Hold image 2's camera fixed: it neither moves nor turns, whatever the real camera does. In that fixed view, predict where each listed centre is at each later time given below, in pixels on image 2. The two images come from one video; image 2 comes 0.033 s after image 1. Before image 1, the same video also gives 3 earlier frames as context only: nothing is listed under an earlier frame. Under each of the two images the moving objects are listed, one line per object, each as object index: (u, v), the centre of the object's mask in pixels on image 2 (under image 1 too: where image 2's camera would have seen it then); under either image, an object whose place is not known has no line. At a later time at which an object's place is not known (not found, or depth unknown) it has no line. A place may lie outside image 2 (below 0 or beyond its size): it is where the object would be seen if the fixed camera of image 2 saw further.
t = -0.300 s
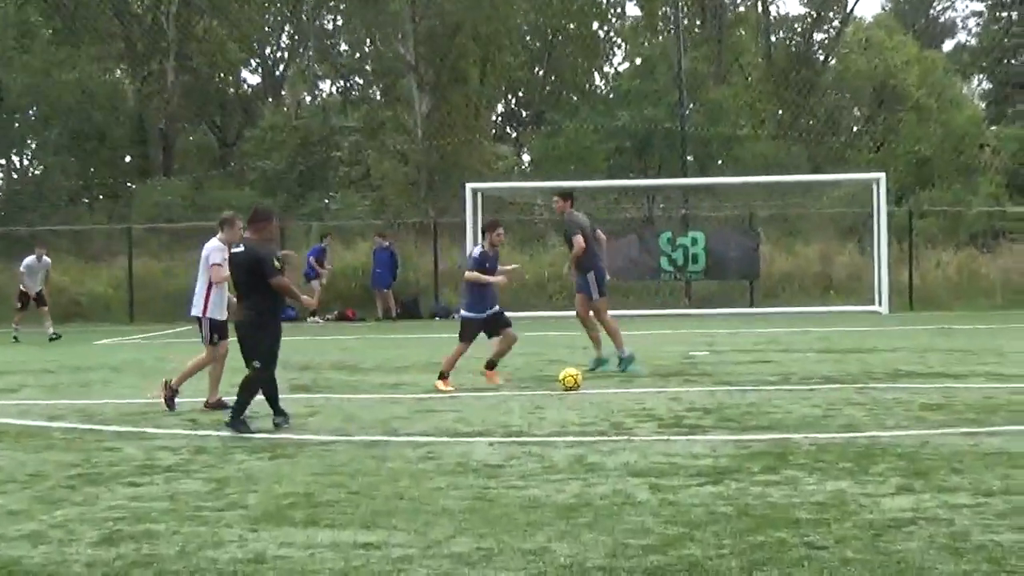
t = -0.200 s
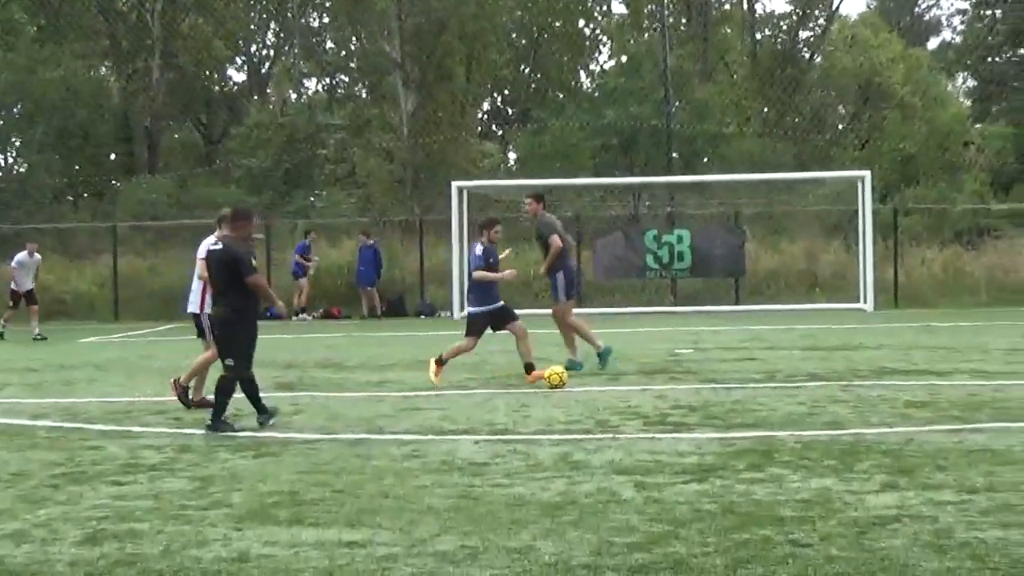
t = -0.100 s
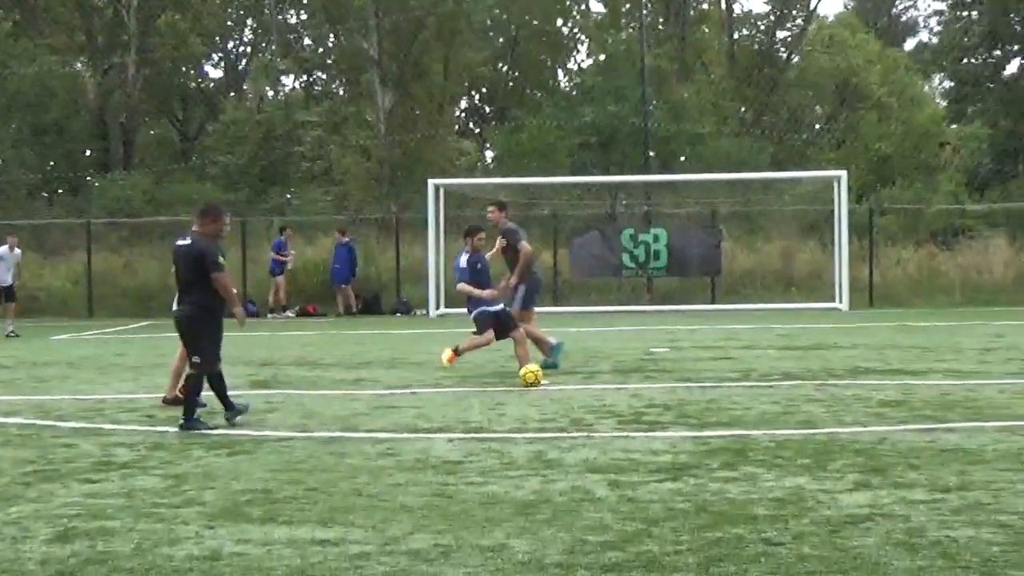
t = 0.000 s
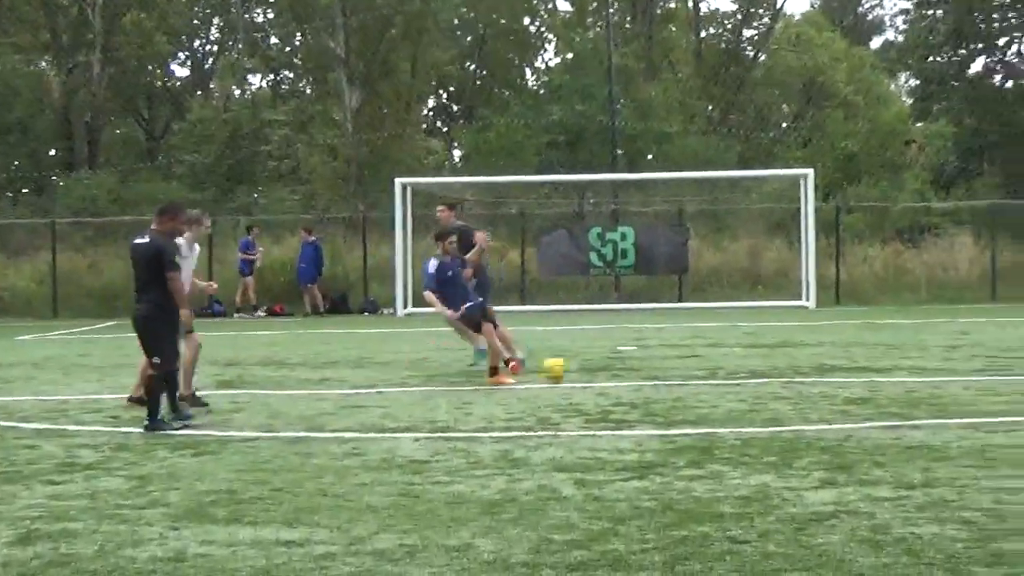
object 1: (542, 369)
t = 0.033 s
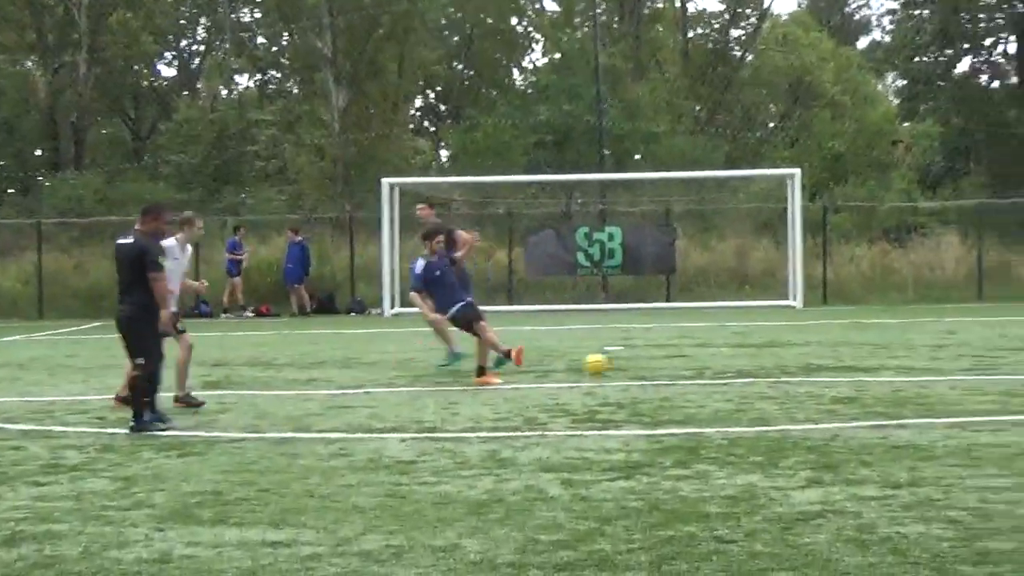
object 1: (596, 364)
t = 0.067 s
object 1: (648, 361)
